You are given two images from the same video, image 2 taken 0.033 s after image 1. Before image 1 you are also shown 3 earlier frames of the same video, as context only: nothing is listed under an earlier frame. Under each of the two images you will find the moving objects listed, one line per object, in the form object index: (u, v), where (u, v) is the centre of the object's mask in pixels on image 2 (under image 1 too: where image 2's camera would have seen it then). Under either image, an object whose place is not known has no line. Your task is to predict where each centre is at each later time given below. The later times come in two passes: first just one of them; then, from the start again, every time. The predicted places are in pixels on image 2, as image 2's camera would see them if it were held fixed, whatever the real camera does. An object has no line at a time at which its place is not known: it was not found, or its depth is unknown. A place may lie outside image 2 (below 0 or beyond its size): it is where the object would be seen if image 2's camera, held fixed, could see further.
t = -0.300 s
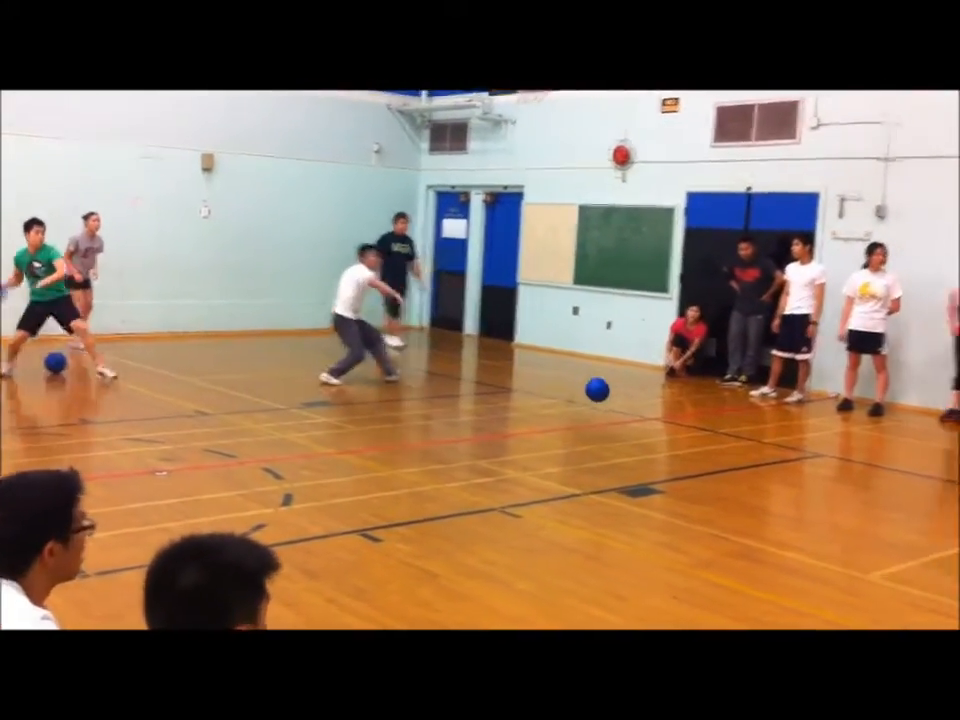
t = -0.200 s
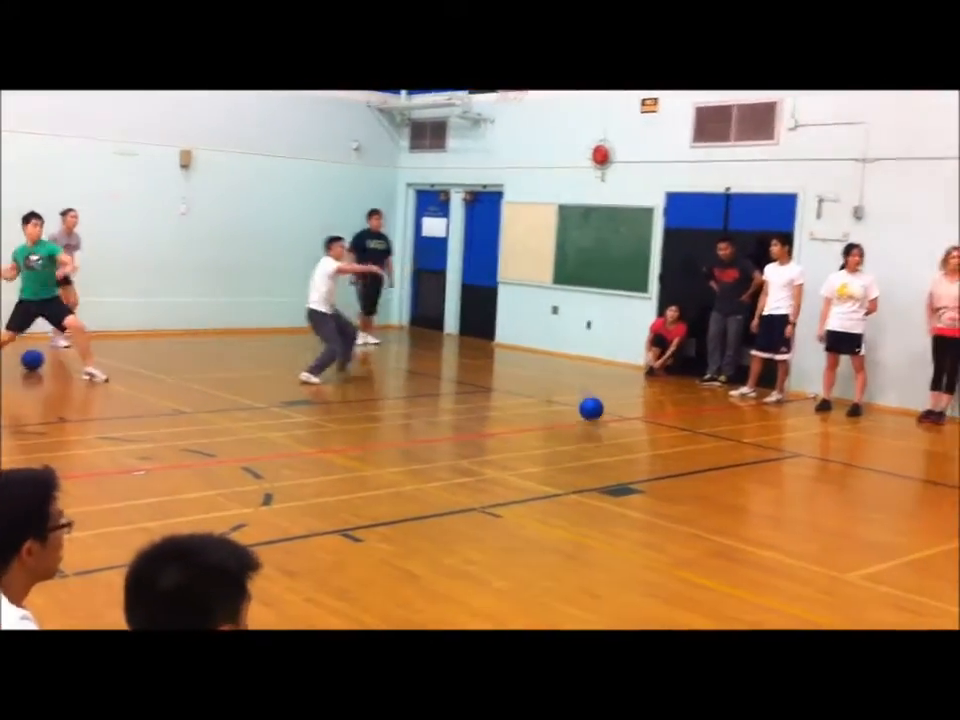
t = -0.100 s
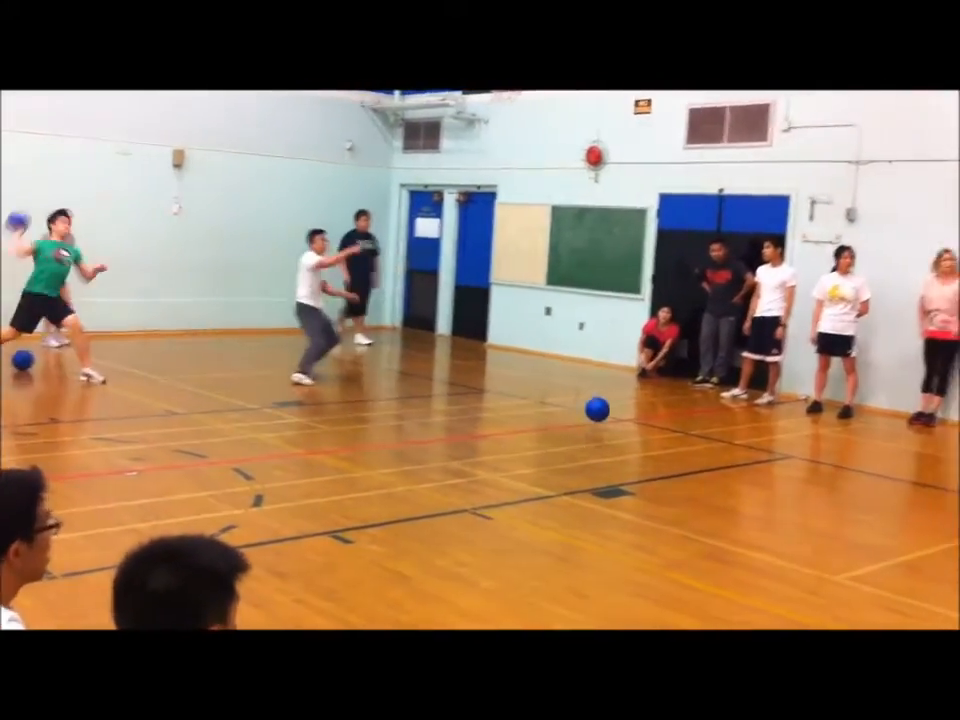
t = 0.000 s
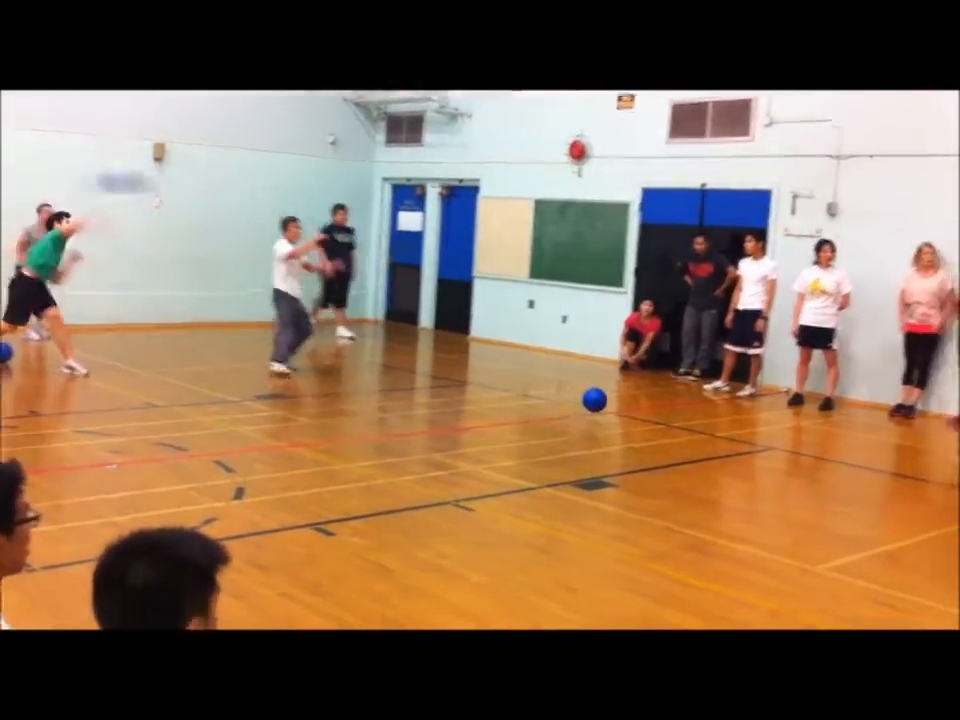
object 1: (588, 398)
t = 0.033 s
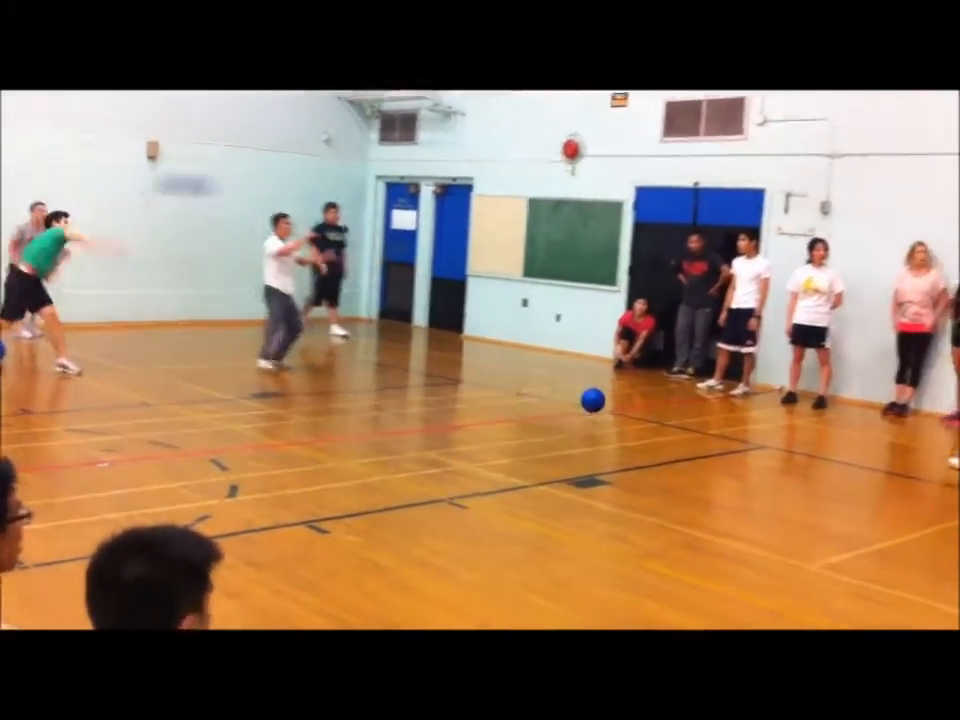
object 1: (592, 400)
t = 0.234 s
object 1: (619, 409)
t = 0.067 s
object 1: (597, 403)
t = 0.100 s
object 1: (602, 408)
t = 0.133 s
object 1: (606, 413)
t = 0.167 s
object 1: (611, 411)
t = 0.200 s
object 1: (615, 410)
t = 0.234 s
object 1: (619, 409)
